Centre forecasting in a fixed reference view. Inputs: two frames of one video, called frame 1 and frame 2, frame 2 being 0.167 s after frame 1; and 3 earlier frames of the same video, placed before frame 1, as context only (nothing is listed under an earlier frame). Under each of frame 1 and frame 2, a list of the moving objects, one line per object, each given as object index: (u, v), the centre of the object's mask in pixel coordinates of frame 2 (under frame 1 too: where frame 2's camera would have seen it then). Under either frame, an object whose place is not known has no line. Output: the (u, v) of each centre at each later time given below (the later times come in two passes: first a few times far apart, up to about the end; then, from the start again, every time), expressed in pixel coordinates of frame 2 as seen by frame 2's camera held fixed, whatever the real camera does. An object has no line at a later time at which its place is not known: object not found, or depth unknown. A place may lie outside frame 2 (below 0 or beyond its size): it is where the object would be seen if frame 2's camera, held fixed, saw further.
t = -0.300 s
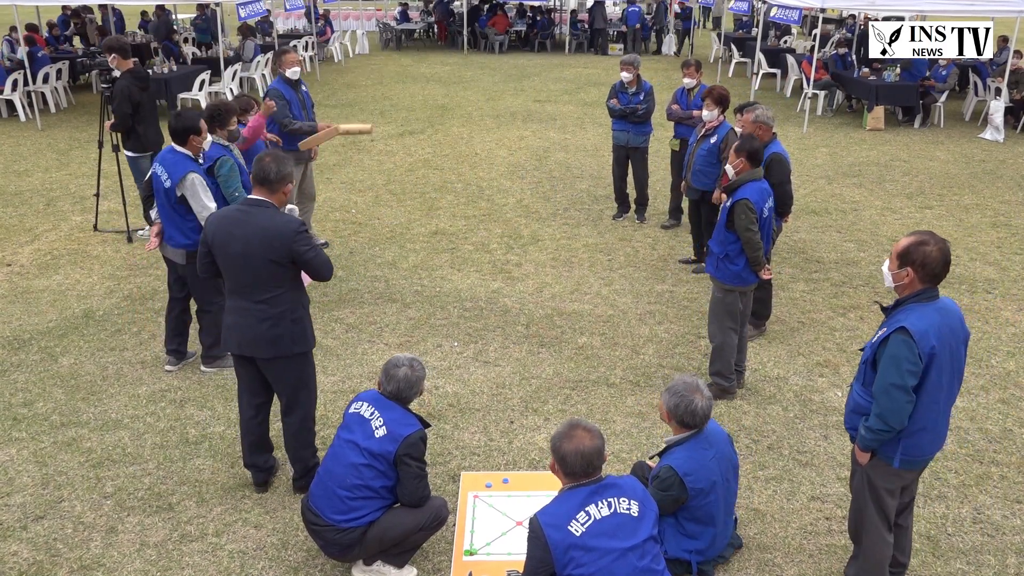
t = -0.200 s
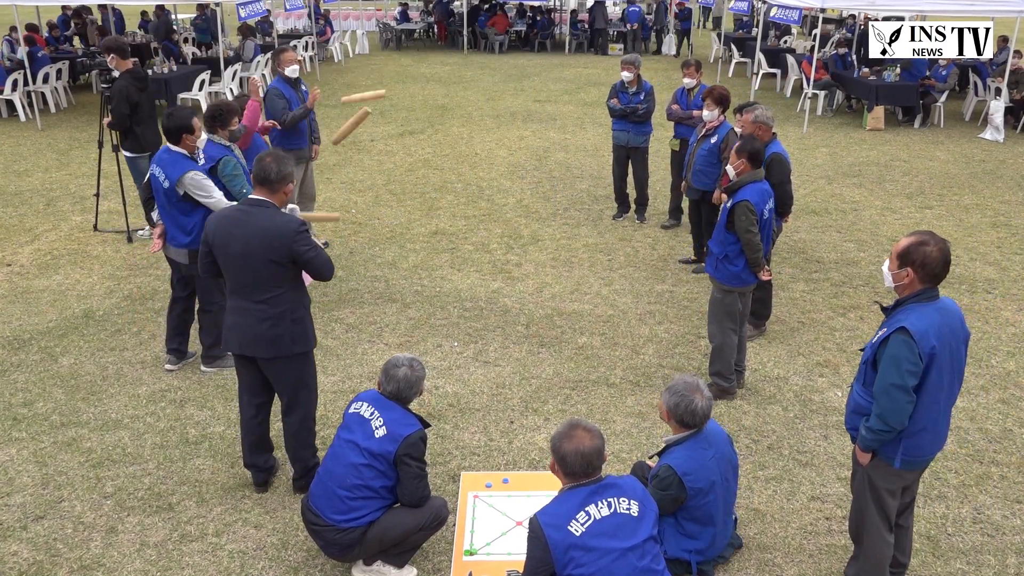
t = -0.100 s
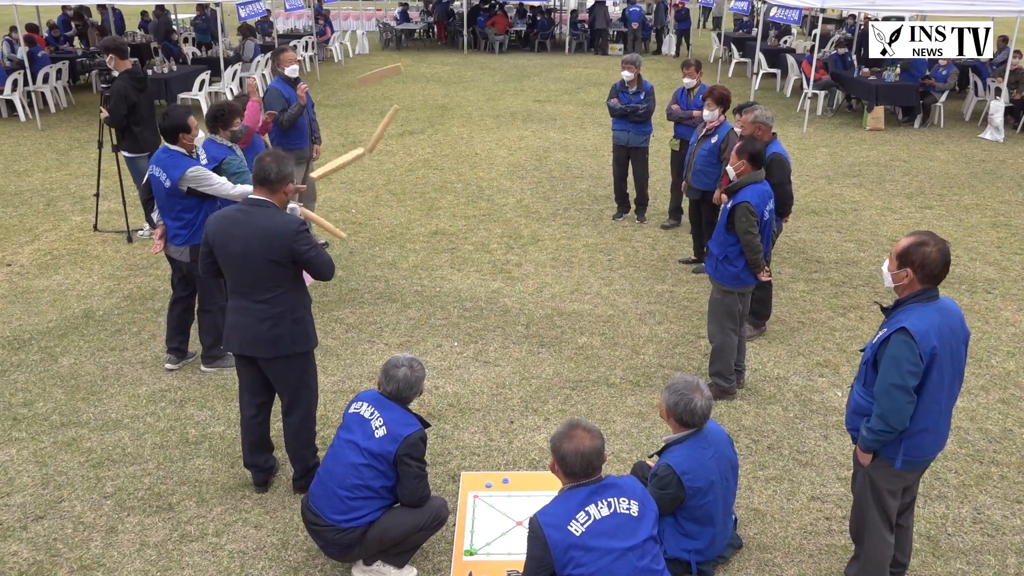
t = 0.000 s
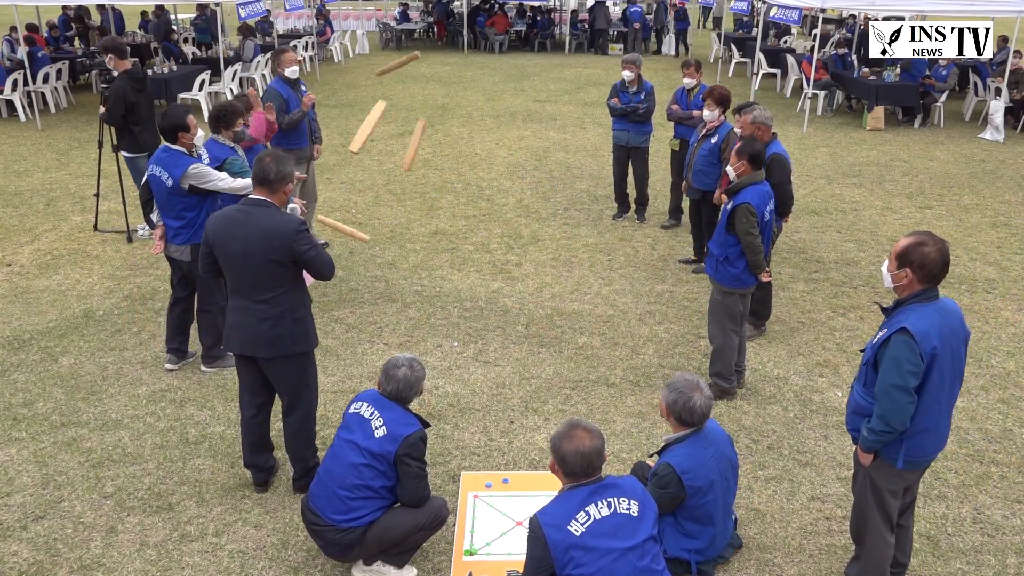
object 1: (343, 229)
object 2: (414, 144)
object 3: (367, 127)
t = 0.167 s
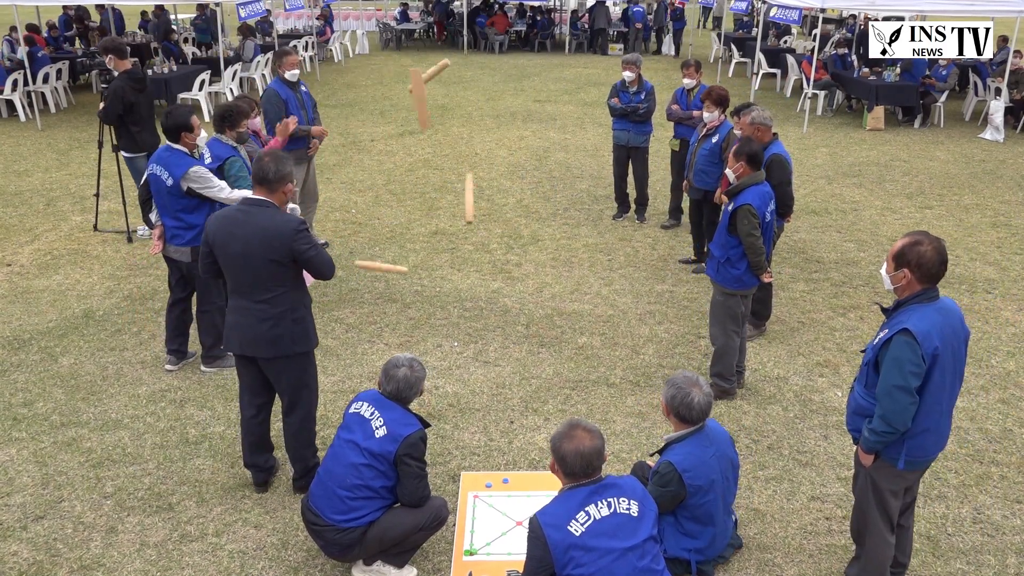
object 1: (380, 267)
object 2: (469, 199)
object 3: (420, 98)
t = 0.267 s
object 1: (403, 306)
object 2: (499, 246)
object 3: (450, 102)
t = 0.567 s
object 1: (417, 318)
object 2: (526, 295)
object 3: (533, 195)
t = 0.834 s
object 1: (418, 318)
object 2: (524, 299)
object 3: (593, 278)
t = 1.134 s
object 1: (418, 318)
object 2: (523, 300)
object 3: (608, 275)
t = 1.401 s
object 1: (418, 318)
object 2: (523, 300)
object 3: (604, 279)
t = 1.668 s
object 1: (418, 318)
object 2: (524, 300)
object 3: (605, 279)
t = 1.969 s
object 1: (418, 318)
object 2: (524, 300)
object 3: (605, 279)
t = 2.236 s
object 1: (418, 318)
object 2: (524, 300)
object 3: (605, 279)
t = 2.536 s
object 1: (418, 318)
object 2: (523, 300)
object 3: (605, 279)
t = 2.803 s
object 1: (418, 318)
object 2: (523, 300)
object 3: (605, 279)
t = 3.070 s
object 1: (418, 318)
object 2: (523, 300)
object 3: (605, 279)
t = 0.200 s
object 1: (389, 279)
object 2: (480, 214)
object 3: (430, 99)
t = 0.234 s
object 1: (396, 293)
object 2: (490, 229)
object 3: (441, 100)
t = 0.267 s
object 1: (403, 306)
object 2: (499, 246)
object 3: (450, 102)
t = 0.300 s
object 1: (410, 316)
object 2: (510, 266)
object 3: (460, 107)
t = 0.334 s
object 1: (411, 314)
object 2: (520, 284)
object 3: (470, 113)
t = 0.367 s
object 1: (411, 312)
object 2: (528, 300)
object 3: (479, 121)
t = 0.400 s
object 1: (412, 311)
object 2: (527, 296)
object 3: (490, 130)
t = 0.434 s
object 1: (414, 311)
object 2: (528, 294)
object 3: (498, 140)
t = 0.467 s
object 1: (415, 313)
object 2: (528, 293)
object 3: (508, 152)
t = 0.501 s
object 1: (415, 315)
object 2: (527, 293)
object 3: (516, 165)
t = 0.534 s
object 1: (417, 318)
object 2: (527, 293)
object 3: (524, 179)
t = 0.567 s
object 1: (417, 318)
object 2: (526, 295)
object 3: (533, 195)
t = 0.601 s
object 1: (418, 318)
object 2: (525, 297)
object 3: (540, 212)
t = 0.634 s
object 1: (418, 318)
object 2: (525, 300)
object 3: (548, 228)
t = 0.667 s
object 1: (418, 318)
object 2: (524, 299)
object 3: (556, 247)
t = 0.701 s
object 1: (417, 318)
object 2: (523, 298)
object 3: (563, 267)
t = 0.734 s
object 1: (417, 318)
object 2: (523, 299)
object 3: (570, 281)
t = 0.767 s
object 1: (418, 318)
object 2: (523, 300)
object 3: (578, 278)
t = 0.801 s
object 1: (418, 318)
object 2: (524, 300)
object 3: (586, 277)
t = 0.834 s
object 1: (418, 318)
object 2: (524, 299)
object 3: (593, 278)
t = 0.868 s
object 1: (418, 318)
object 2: (524, 300)
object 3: (600, 278)
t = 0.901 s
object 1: (418, 318)
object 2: (524, 300)
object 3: (601, 274)
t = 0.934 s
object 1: (418, 318)
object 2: (524, 300)
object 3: (603, 273)
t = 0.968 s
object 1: (418, 318)
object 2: (524, 300)
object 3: (606, 272)
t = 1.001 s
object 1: (418, 318)
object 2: (523, 300)
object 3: (607, 271)
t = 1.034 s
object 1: (418, 318)
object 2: (523, 300)
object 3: (608, 272)
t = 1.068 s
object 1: (418, 318)
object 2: (524, 300)
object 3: (608, 272)
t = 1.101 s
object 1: (418, 318)
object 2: (524, 300)
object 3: (608, 273)
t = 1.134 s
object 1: (418, 318)
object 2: (523, 300)
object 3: (608, 275)
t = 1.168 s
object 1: (418, 318)
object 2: (524, 300)
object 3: (608, 278)
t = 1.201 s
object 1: (418, 318)
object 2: (524, 300)
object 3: (607, 278)
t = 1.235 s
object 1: (418, 318)
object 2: (523, 300)
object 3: (605, 277)
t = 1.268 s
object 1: (418, 318)
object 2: (523, 300)
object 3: (605, 277)
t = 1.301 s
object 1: (418, 318)
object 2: (524, 300)
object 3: (605, 277)
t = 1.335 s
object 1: (418, 318)
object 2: (524, 300)
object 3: (604, 278)
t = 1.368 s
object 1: (418, 318)
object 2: (524, 300)
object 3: (604, 279)
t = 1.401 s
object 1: (418, 318)
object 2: (523, 300)
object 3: (604, 279)
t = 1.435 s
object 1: (418, 318)
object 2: (524, 300)
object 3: (604, 279)
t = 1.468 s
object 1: (418, 318)
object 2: (524, 300)
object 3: (604, 279)
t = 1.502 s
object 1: (418, 318)
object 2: (524, 300)
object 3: (604, 279)
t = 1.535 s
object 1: (418, 318)
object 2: (524, 300)
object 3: (605, 279)
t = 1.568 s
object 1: (418, 318)
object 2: (524, 300)
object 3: (605, 279)
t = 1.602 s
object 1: (418, 318)
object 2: (524, 300)
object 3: (605, 279)
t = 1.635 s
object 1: (418, 318)
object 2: (524, 300)
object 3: (605, 279)
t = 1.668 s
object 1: (418, 318)
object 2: (524, 300)
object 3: (605, 279)
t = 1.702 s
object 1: (418, 318)
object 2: (524, 300)
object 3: (605, 279)
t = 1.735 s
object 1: (418, 318)
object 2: (523, 300)
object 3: (605, 279)
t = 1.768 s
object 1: (418, 318)
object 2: (524, 300)
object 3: (605, 279)
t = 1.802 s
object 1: (418, 318)
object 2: (523, 300)
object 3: (605, 279)
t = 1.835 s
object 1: (418, 318)
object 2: (524, 300)
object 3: (605, 279)
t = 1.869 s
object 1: (418, 318)
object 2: (524, 300)
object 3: (605, 279)
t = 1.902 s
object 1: (418, 318)
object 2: (524, 300)
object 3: (605, 279)
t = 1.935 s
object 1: (418, 318)
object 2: (524, 300)
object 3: (605, 279)
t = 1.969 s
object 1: (418, 318)
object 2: (524, 300)
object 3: (605, 279)
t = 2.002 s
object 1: (418, 318)
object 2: (523, 300)
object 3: (605, 279)
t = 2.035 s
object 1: (418, 318)
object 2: (524, 300)
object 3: (605, 279)
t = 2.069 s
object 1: (418, 318)
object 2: (524, 300)
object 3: (605, 279)
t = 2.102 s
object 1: (418, 318)
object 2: (524, 300)
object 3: (605, 279)
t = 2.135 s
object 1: (418, 318)
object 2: (524, 300)
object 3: (605, 279)
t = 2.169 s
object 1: (418, 318)
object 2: (524, 300)
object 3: (605, 279)
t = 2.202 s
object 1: (418, 318)
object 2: (524, 300)
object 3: (605, 279)
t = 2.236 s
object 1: (418, 318)
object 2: (524, 300)
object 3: (605, 279)
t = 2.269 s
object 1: (418, 318)
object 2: (524, 300)
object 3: (605, 279)
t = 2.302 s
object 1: (418, 318)
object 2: (524, 300)
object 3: (605, 279)
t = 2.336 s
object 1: (418, 318)
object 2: (523, 300)
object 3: (605, 279)
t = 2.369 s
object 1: (418, 318)
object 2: (523, 300)
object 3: (605, 279)
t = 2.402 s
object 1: (418, 318)
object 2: (524, 300)
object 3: (605, 279)
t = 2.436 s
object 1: (418, 318)
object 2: (523, 300)
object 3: (605, 279)
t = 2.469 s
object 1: (418, 318)
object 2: (523, 300)
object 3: (605, 279)
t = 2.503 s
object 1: (418, 318)
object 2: (523, 300)
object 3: (605, 279)
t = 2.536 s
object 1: (418, 318)
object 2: (523, 300)
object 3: (605, 279)
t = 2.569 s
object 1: (418, 318)
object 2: (523, 300)
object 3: (605, 279)
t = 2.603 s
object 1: (418, 318)
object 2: (523, 300)
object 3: (605, 279)
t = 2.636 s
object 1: (418, 318)
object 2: (523, 300)
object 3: (605, 279)
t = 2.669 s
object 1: (418, 318)
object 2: (523, 300)
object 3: (605, 279)
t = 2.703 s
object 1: (418, 318)
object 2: (523, 300)
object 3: (605, 279)
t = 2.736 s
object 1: (418, 318)
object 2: (523, 300)
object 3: (605, 279)
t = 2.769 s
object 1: (418, 318)
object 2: (523, 300)
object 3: (605, 279)
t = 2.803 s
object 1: (418, 318)
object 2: (523, 300)
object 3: (605, 279)
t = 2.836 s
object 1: (418, 318)
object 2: (523, 300)
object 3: (605, 279)
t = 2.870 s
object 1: (418, 318)
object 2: (523, 300)
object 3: (605, 279)
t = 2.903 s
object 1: (418, 318)
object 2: (523, 300)
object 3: (605, 279)
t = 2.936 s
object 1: (418, 318)
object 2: (523, 300)
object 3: (605, 279)
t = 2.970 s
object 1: (418, 318)
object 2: (523, 300)
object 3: (605, 279)
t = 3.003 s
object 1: (418, 318)
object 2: (524, 300)
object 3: (605, 279)
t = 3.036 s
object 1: (418, 318)
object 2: (523, 300)
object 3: (605, 279)
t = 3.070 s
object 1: (418, 318)
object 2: (523, 300)
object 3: (605, 279)
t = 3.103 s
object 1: (418, 318)
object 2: (523, 300)
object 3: (605, 279)
